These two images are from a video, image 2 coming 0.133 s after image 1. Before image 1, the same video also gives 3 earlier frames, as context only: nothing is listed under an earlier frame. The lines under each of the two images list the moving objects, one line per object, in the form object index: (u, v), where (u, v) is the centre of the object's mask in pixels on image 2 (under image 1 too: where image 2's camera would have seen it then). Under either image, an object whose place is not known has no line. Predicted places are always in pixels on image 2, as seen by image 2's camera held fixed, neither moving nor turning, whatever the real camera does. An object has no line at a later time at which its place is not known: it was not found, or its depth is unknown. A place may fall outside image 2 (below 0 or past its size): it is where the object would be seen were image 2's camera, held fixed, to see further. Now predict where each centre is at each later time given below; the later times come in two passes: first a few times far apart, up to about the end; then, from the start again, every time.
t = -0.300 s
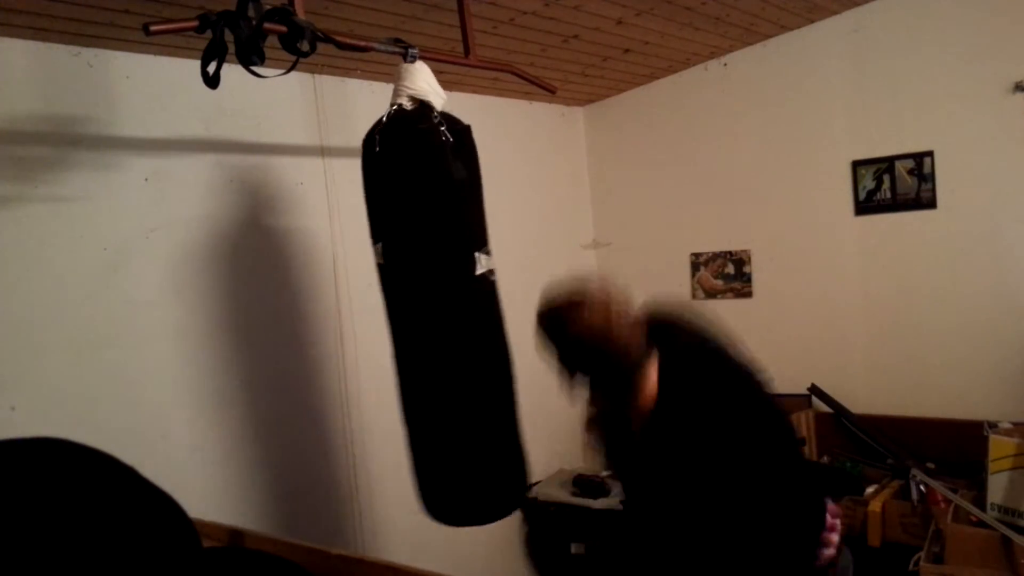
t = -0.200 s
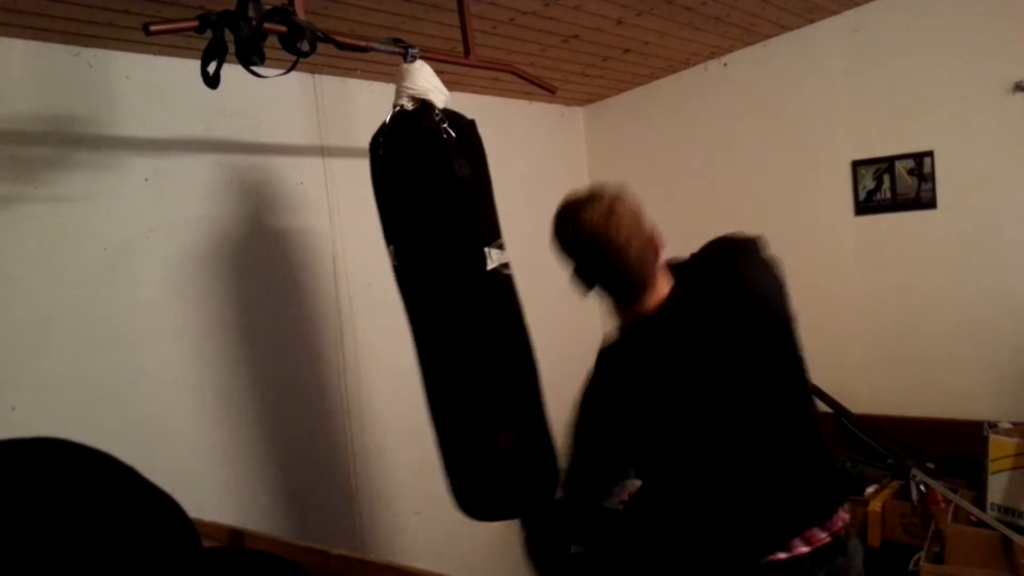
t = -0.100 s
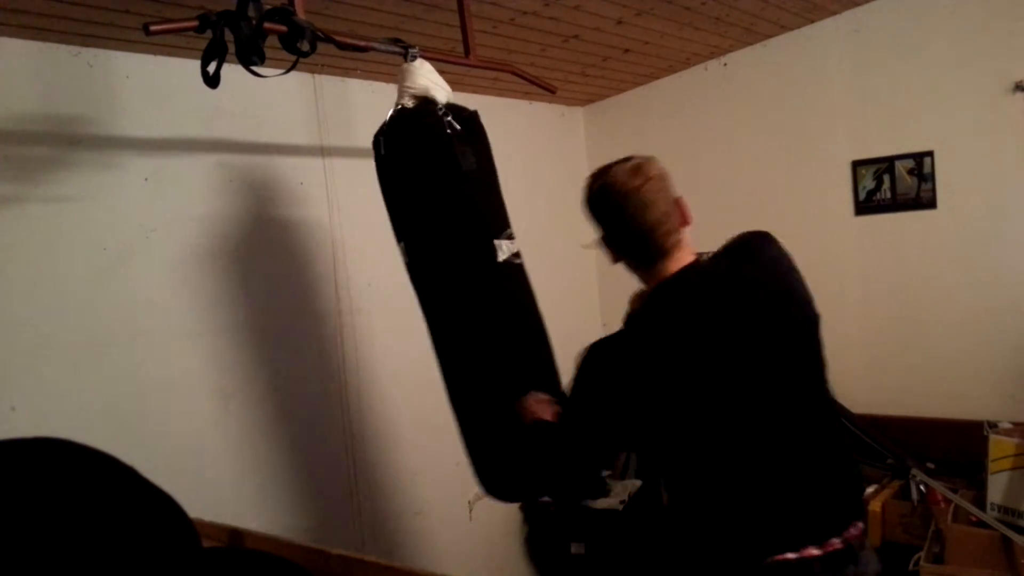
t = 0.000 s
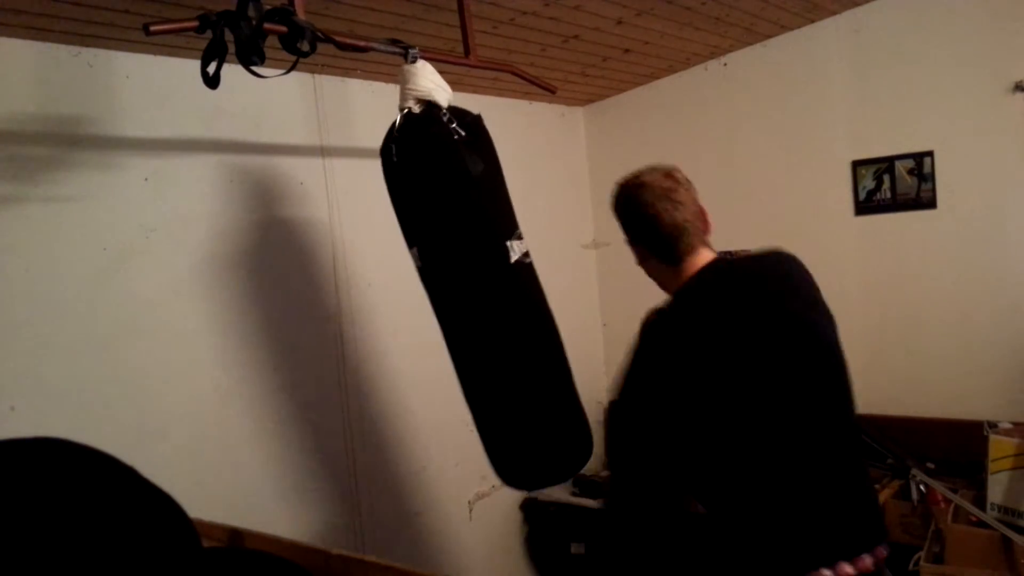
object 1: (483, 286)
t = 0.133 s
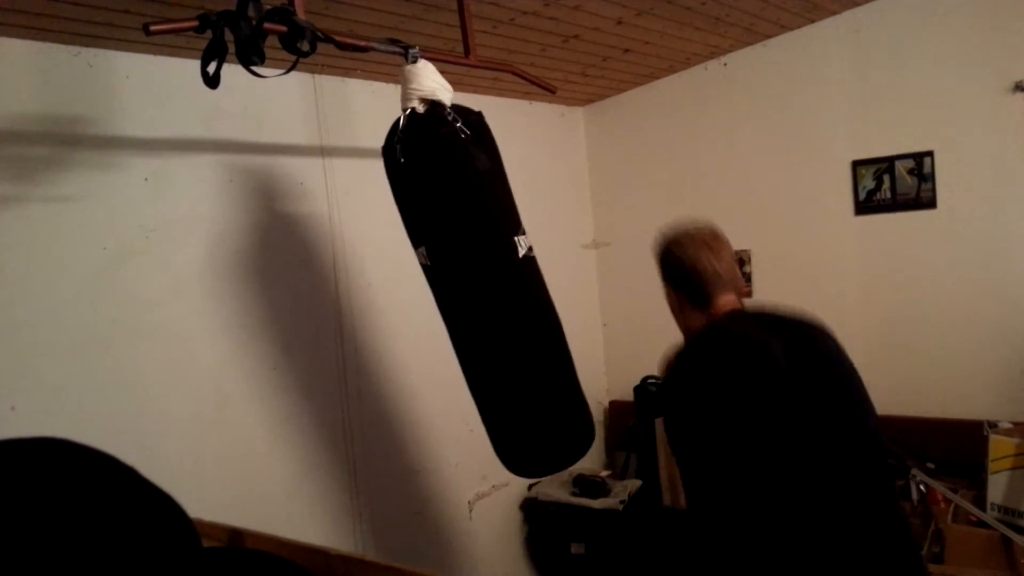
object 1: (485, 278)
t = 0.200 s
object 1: (483, 277)
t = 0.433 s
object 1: (462, 289)
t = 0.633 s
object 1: (428, 309)
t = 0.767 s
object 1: (402, 321)
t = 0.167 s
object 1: (485, 278)
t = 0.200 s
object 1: (483, 277)
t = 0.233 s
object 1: (482, 278)
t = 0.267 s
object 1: (479, 278)
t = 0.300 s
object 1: (476, 280)
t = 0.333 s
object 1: (474, 281)
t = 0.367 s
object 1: (470, 283)
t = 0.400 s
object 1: (466, 286)
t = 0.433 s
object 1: (462, 289)
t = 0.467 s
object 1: (457, 292)
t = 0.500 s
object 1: (452, 295)
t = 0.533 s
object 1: (447, 299)
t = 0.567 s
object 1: (441, 302)
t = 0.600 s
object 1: (434, 306)
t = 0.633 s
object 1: (428, 309)
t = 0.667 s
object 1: (421, 312)
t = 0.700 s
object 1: (415, 316)
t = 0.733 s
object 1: (408, 318)
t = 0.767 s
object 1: (402, 321)
